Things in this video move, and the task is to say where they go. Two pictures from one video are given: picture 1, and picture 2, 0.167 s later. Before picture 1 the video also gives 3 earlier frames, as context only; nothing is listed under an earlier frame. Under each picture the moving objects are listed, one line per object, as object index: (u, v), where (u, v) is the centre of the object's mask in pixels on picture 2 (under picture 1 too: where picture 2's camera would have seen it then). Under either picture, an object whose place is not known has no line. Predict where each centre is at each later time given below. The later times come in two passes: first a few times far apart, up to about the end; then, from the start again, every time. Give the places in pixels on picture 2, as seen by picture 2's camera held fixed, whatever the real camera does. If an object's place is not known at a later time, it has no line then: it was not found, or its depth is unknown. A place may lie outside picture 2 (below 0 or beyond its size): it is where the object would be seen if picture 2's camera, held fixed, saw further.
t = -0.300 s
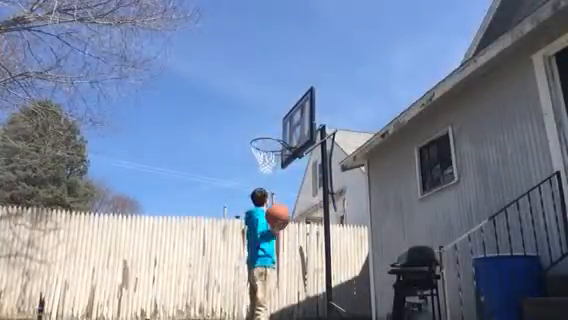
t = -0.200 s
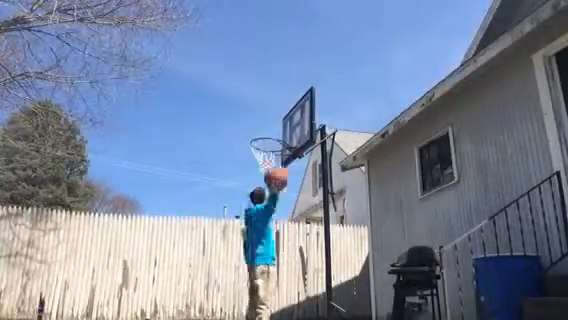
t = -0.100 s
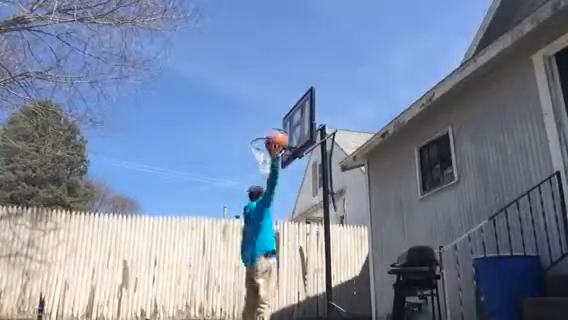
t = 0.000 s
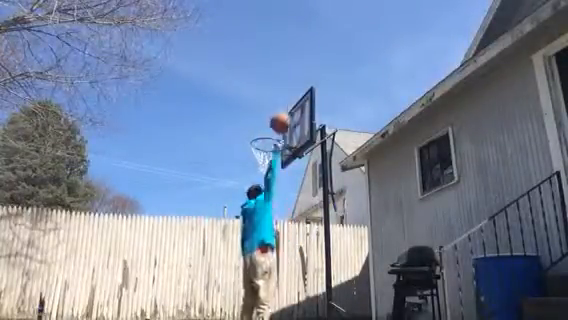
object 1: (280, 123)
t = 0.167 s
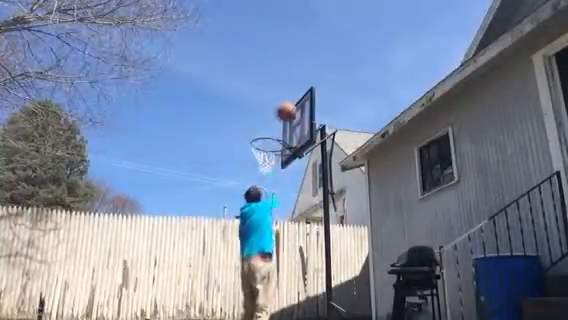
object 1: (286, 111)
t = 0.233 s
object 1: (288, 112)
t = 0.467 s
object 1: (276, 134)
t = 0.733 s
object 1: (260, 135)
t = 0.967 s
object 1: (272, 129)
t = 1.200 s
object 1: (279, 132)
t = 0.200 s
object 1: (287, 111)
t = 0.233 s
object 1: (288, 112)
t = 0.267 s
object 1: (288, 114)
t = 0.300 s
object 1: (290, 117)
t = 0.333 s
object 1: (291, 119)
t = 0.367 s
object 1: (287, 121)
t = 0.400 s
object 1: (283, 126)
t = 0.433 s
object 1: (280, 129)
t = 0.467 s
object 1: (276, 134)
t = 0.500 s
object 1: (272, 139)
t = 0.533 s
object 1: (268, 141)
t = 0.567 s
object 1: (265, 139)
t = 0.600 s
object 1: (264, 138)
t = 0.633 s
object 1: (262, 137)
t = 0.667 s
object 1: (260, 136)
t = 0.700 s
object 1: (259, 136)
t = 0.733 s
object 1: (260, 135)
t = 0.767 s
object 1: (262, 132)
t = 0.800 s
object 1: (263, 132)
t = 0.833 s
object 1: (265, 131)
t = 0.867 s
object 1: (267, 131)
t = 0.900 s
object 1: (268, 130)
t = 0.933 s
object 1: (270, 130)
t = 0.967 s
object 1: (272, 129)
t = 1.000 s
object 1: (274, 130)
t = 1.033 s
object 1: (275, 129)
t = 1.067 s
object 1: (277, 129)
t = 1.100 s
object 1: (277, 129)
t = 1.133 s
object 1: (278, 129)
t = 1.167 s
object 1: (278, 129)
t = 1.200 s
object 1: (279, 132)
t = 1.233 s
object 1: (279, 135)
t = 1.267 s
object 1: (280, 139)
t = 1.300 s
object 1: (282, 145)
